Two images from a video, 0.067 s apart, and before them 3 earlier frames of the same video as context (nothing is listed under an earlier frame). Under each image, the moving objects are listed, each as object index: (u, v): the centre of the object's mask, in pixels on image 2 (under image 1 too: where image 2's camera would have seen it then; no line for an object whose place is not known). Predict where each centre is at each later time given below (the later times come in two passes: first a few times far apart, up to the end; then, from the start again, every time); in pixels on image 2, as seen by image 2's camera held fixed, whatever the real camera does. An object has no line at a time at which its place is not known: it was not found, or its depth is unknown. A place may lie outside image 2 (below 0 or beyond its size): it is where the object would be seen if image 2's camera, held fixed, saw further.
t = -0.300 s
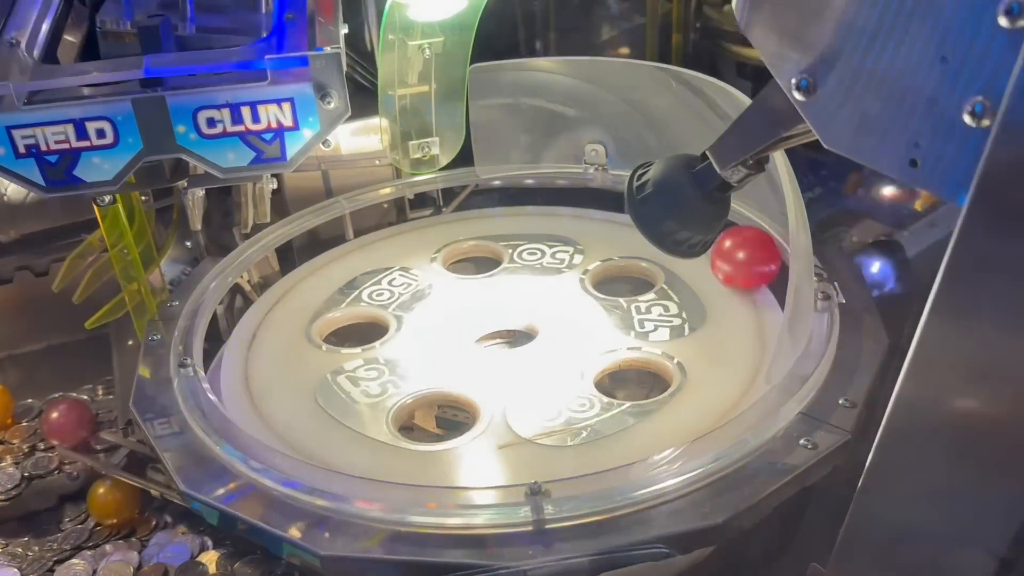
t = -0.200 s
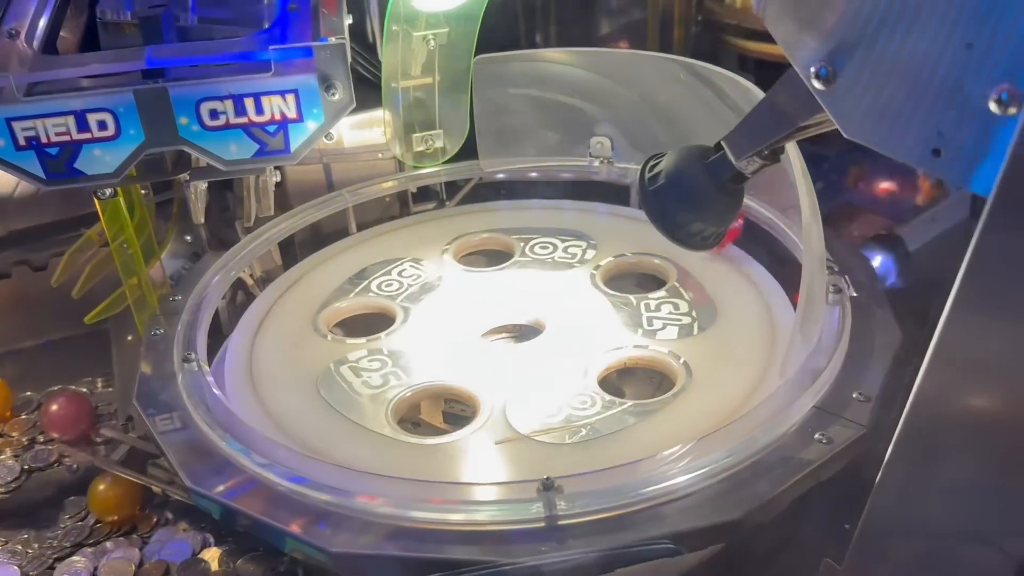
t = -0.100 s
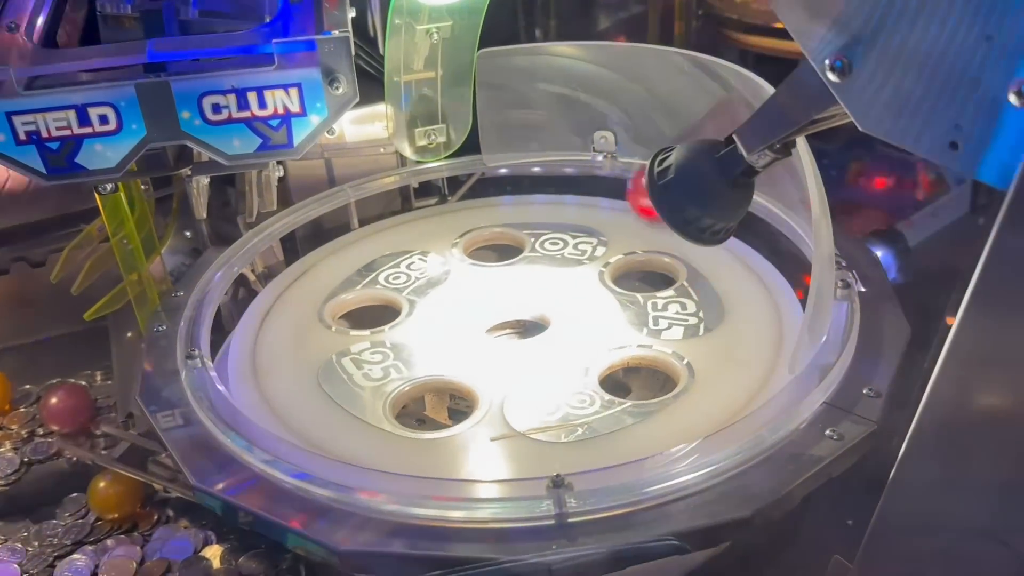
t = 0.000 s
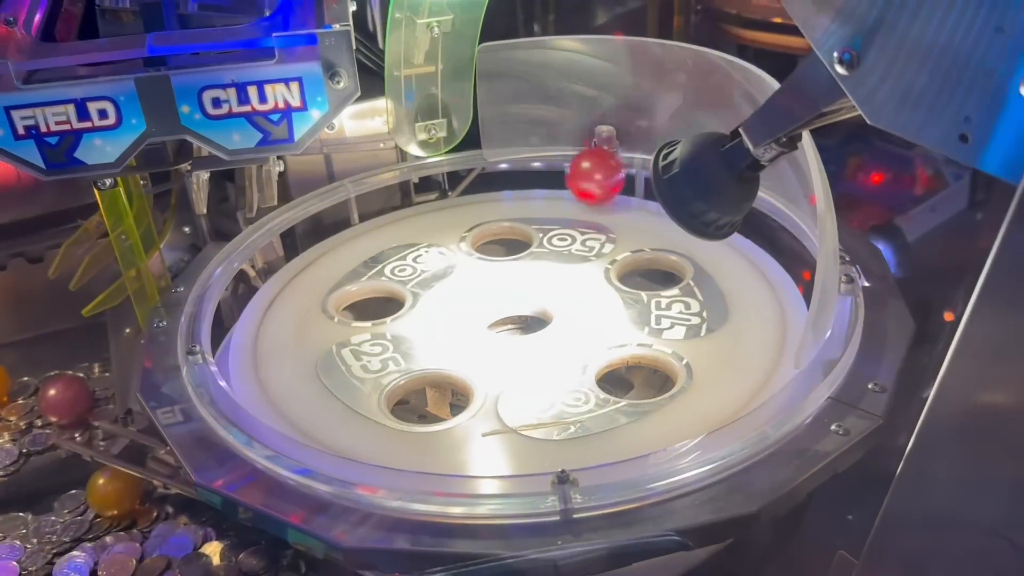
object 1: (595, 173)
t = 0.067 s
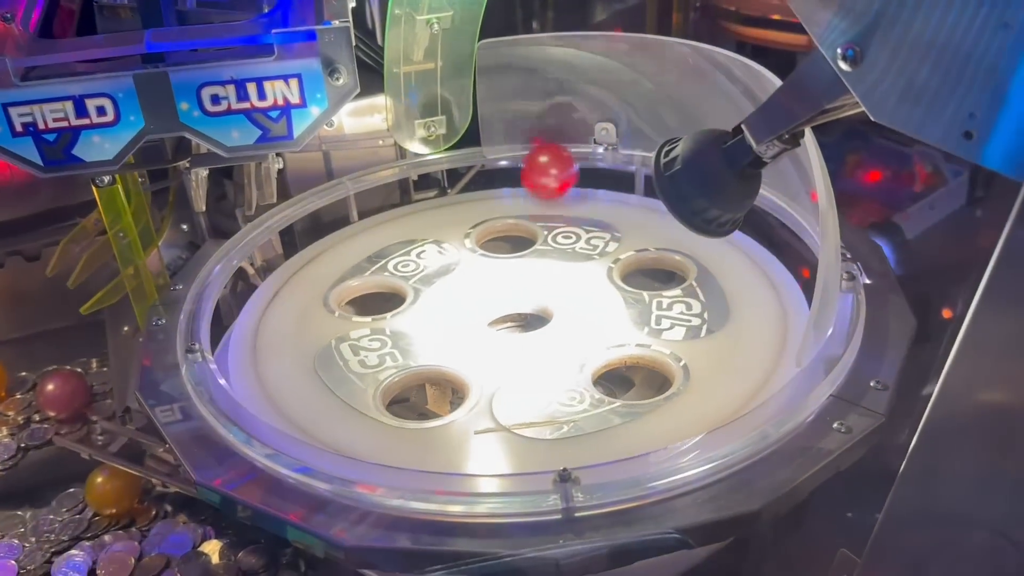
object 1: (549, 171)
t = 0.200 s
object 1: (462, 178)
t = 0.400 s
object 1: (337, 216)
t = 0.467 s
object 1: (302, 237)
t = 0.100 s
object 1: (527, 172)
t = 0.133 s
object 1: (505, 173)
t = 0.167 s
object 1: (484, 176)
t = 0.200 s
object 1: (462, 178)
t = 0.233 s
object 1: (440, 182)
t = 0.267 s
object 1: (419, 187)
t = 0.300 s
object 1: (398, 193)
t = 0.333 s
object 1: (377, 199)
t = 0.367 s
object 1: (357, 207)
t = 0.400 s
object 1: (337, 216)
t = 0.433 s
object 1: (319, 227)
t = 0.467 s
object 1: (302, 237)
